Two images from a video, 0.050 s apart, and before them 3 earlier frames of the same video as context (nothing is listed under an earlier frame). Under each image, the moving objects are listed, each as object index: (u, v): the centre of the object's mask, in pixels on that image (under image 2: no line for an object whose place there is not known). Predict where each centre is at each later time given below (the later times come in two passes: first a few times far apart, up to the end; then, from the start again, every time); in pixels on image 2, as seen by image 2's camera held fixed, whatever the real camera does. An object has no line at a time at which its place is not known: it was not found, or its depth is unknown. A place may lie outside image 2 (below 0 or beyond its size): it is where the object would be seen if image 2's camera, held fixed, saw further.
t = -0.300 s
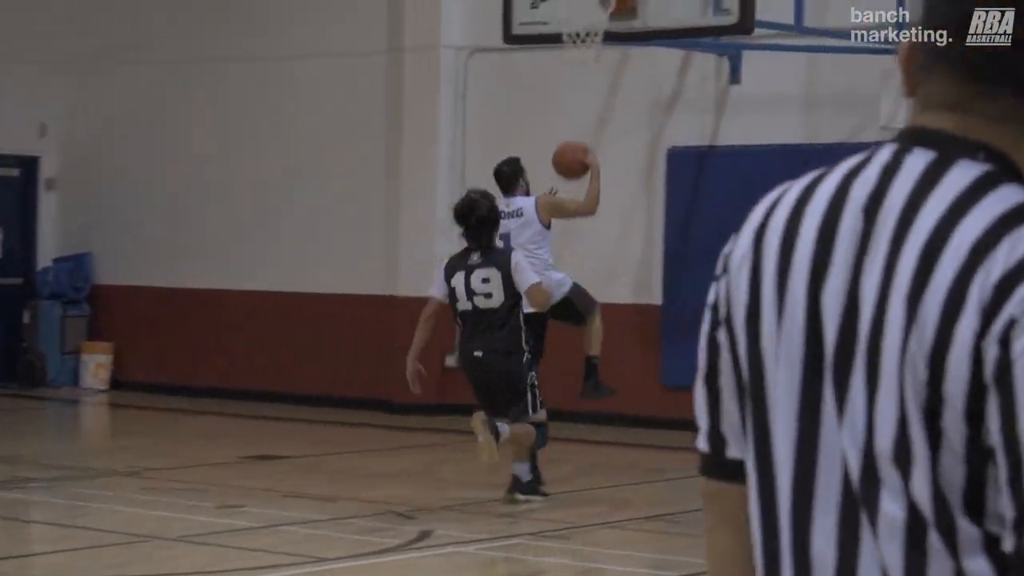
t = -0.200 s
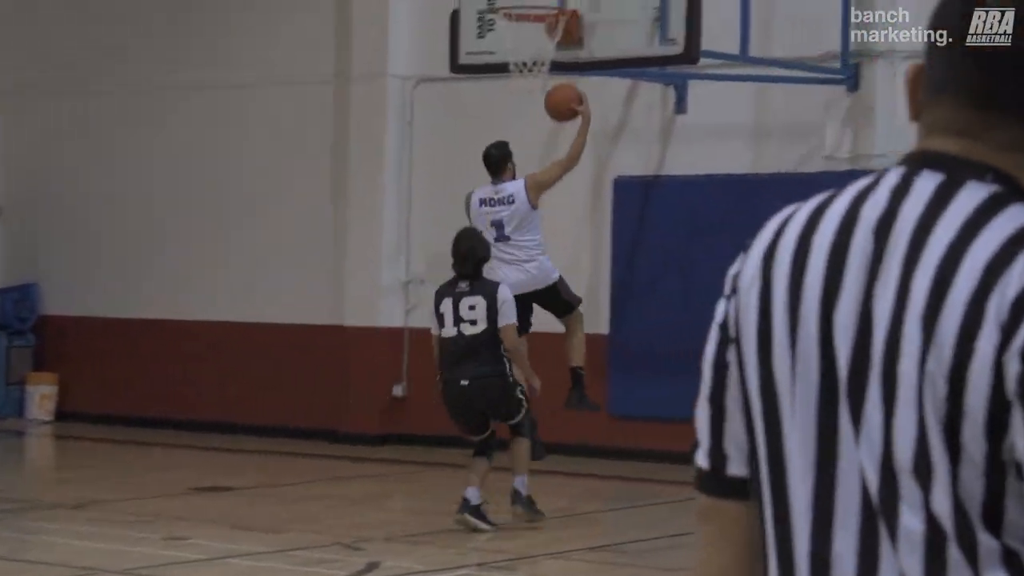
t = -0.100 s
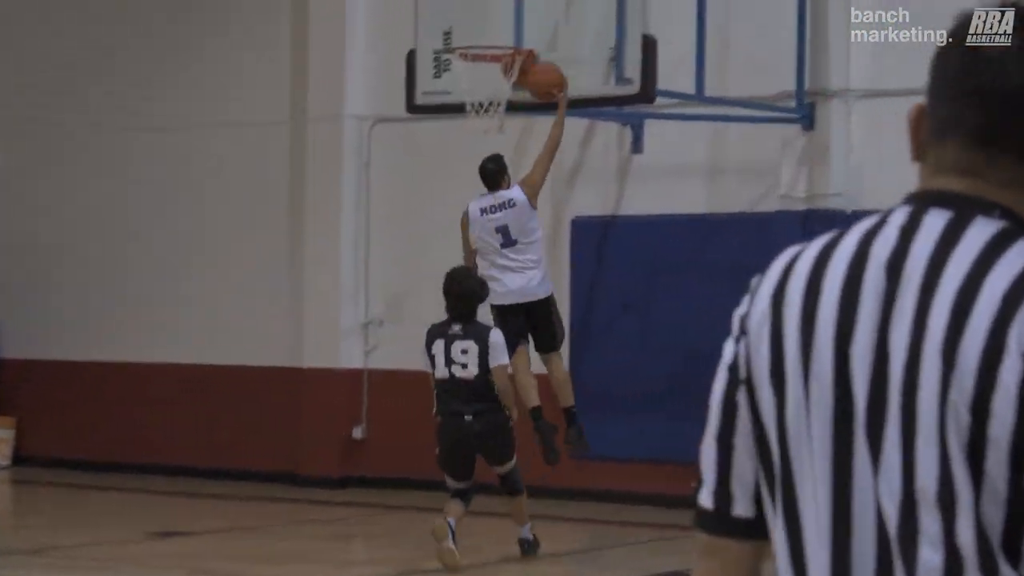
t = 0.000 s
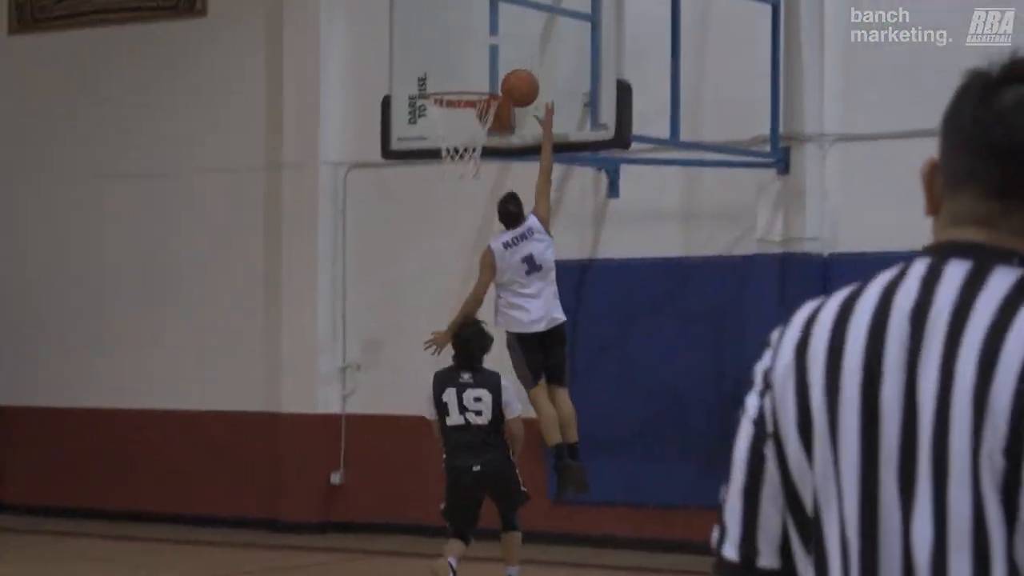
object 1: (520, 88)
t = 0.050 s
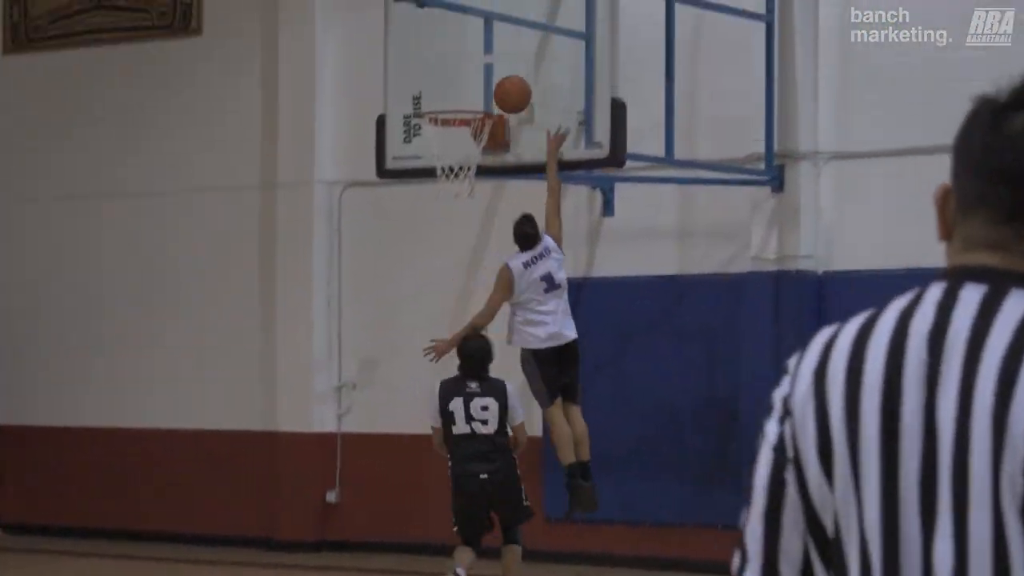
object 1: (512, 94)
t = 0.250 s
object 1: (489, 84)
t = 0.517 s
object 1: (439, 158)
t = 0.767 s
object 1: (423, 259)
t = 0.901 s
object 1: (415, 352)
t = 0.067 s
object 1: (511, 92)
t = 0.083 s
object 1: (511, 89)
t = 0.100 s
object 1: (510, 87)
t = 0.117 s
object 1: (509, 86)
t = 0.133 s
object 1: (508, 84)
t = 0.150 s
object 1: (507, 83)
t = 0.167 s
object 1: (504, 82)
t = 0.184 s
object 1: (501, 82)
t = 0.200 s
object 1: (498, 82)
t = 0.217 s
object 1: (495, 82)
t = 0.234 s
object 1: (492, 83)
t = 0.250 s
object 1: (489, 84)
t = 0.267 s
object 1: (486, 85)
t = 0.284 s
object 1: (482, 87)
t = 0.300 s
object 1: (479, 90)
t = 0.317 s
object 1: (476, 92)
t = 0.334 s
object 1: (472, 95)
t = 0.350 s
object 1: (470, 97)
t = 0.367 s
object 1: (466, 100)
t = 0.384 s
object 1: (463, 108)
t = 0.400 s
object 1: (460, 112)
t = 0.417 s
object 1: (456, 117)
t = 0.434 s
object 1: (453, 123)
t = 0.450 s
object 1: (450, 130)
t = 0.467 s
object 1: (448, 137)
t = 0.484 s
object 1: (444, 142)
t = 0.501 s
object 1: (441, 150)
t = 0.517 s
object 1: (439, 158)
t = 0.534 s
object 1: (437, 163)
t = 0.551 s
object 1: (435, 167)
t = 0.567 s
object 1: (434, 172)
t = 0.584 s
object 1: (432, 177)
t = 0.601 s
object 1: (433, 188)
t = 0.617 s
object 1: (431, 189)
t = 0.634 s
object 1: (430, 194)
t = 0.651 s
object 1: (429, 201)
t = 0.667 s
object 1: (428, 208)
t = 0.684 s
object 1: (427, 215)
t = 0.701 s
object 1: (427, 223)
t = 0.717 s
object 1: (426, 231)
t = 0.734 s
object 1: (425, 240)
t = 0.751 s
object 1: (424, 249)
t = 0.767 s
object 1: (423, 259)
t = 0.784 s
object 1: (422, 269)
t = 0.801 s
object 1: (421, 279)
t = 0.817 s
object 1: (420, 291)
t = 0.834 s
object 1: (419, 302)
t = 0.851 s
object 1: (418, 314)
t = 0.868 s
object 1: (417, 327)
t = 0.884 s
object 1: (416, 339)
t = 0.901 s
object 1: (415, 352)
